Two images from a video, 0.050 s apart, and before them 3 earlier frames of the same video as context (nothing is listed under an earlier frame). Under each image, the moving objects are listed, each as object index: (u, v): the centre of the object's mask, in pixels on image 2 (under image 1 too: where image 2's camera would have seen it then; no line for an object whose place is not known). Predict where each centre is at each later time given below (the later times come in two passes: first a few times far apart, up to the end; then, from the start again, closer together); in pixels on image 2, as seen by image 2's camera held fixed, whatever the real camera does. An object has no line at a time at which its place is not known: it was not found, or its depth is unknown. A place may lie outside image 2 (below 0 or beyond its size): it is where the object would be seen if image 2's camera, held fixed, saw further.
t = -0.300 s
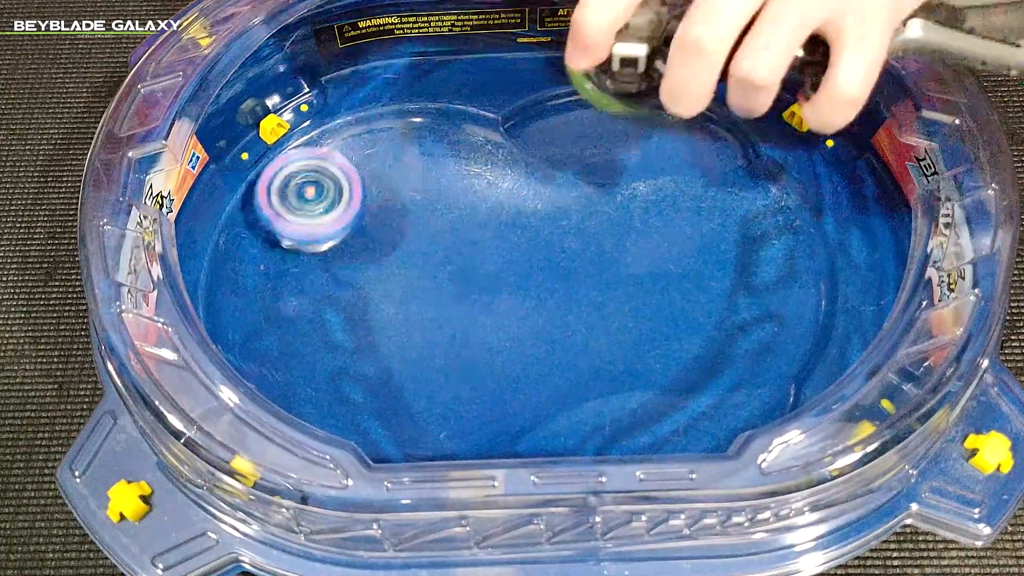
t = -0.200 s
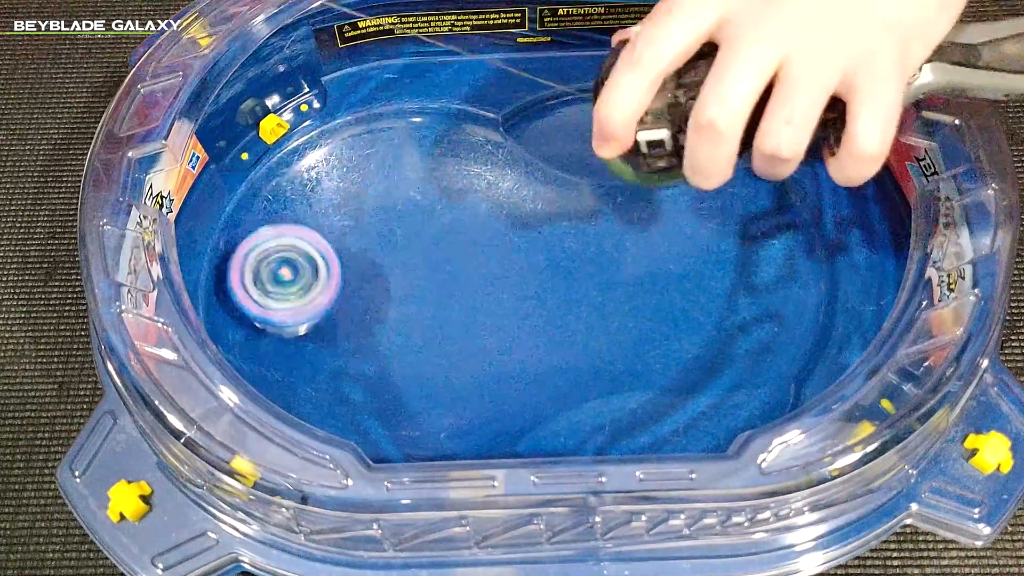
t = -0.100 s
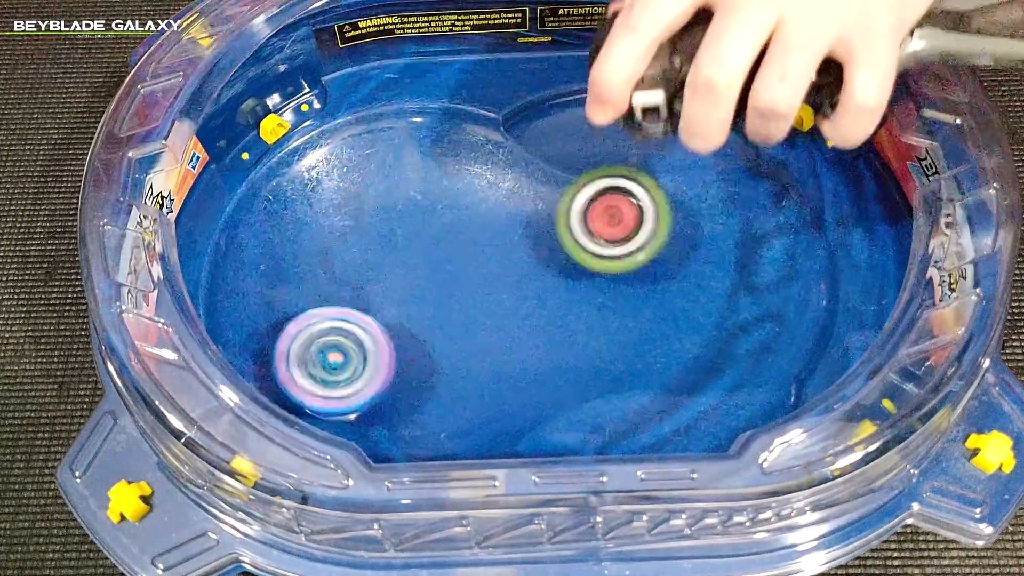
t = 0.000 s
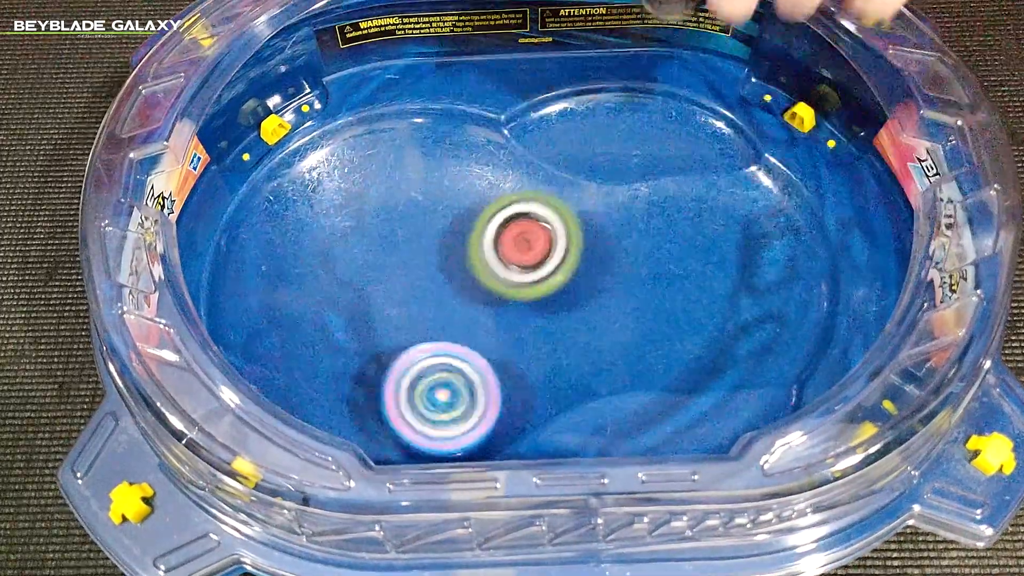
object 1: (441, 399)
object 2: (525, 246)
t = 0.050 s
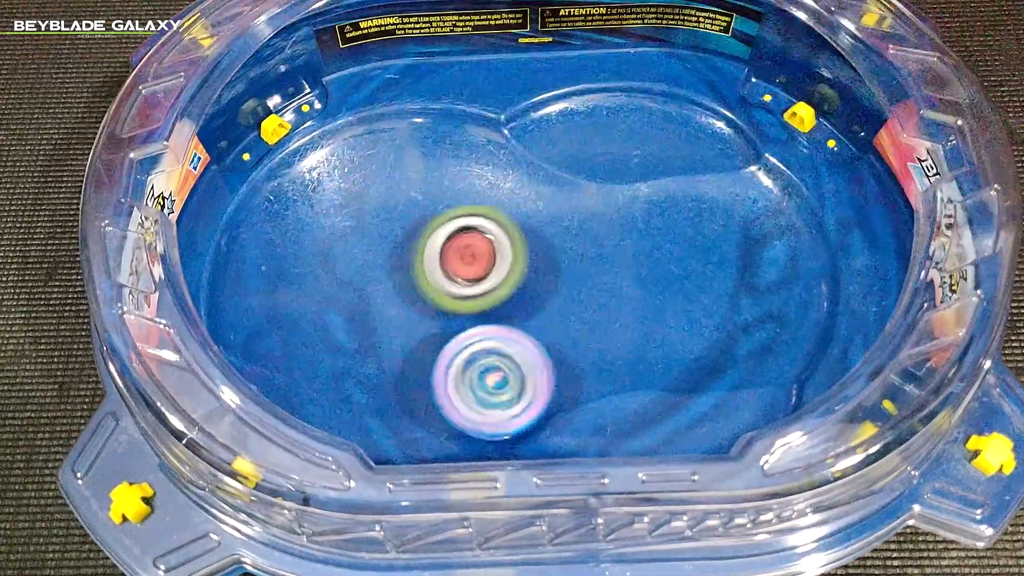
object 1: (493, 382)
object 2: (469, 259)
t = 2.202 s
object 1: (849, 272)
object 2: (259, 277)
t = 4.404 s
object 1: (366, 287)
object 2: (495, 168)
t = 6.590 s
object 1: (664, 421)
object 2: (572, 321)
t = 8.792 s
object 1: (516, 317)
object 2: (356, 234)
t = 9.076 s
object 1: (586, 336)
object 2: (363, 247)
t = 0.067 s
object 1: (508, 373)
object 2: (449, 263)
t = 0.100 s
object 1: (535, 348)
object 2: (405, 269)
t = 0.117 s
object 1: (545, 333)
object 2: (381, 269)
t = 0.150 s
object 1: (563, 308)
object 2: (332, 263)
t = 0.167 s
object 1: (570, 292)
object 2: (310, 258)
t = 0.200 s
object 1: (580, 265)
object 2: (269, 244)
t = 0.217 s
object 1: (584, 254)
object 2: (252, 236)
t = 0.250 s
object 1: (589, 228)
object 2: (229, 220)
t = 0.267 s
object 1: (590, 217)
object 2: (224, 214)
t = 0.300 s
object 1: (588, 193)
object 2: (220, 209)
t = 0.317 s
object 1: (584, 182)
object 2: (224, 209)
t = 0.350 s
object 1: (574, 168)
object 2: (236, 210)
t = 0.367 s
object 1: (567, 163)
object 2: (244, 211)
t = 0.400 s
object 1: (550, 159)
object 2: (265, 217)
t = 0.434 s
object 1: (529, 163)
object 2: (294, 224)
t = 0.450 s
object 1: (515, 166)
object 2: (312, 227)
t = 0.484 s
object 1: (486, 173)
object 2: (348, 233)
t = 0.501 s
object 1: (471, 177)
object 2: (367, 235)
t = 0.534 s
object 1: (482, 157)
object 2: (353, 270)
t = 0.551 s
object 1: (490, 146)
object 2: (340, 289)
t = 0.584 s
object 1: (501, 128)
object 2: (316, 322)
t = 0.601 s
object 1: (504, 124)
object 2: (306, 337)
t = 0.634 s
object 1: (506, 121)
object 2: (291, 358)
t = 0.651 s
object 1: (506, 125)
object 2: (288, 363)
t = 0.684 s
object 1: (503, 138)
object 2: (285, 370)
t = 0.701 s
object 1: (498, 148)
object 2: (286, 373)
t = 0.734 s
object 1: (488, 170)
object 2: (293, 378)
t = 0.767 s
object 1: (475, 193)
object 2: (306, 382)
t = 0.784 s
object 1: (467, 204)
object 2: (312, 382)
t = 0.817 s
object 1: (454, 227)
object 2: (333, 376)
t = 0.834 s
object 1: (447, 237)
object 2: (344, 370)
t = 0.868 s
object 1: (435, 256)
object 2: (369, 348)
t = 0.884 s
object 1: (434, 257)
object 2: (376, 348)
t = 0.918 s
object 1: (452, 222)
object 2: (360, 382)
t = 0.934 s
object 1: (462, 205)
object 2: (353, 393)
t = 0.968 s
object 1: (480, 172)
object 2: (342, 408)
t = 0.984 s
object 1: (487, 157)
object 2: (334, 410)
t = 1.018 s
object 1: (496, 134)
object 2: (327, 411)
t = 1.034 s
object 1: (496, 126)
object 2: (325, 411)
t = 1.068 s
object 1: (494, 120)
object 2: (316, 414)
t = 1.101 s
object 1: (488, 127)
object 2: (324, 397)
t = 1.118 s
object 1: (482, 134)
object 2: (325, 393)
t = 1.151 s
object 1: (467, 153)
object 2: (328, 381)
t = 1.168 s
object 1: (460, 163)
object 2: (332, 370)
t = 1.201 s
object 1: (444, 186)
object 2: (344, 340)
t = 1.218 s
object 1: (437, 198)
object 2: (348, 325)
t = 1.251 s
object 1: (425, 215)
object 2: (355, 298)
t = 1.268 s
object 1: (428, 211)
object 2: (349, 298)
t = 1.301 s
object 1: (435, 204)
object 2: (336, 298)
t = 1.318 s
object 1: (440, 201)
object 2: (328, 298)
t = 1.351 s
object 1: (450, 196)
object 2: (314, 296)
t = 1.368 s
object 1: (457, 194)
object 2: (307, 293)
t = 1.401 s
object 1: (468, 192)
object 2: (294, 287)
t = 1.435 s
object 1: (480, 193)
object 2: (284, 277)
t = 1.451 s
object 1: (485, 193)
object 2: (280, 271)
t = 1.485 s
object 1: (497, 196)
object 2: (276, 256)
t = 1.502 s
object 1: (503, 199)
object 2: (277, 248)
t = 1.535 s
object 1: (515, 205)
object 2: (283, 228)
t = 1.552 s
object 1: (520, 208)
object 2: (290, 218)
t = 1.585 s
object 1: (532, 215)
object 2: (312, 199)
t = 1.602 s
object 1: (539, 219)
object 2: (328, 190)
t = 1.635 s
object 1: (551, 226)
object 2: (368, 182)
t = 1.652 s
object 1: (559, 229)
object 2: (390, 181)
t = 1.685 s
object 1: (574, 234)
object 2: (434, 187)
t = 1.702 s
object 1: (583, 236)
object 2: (456, 193)
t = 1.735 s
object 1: (600, 240)
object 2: (496, 211)
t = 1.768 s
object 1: (637, 247)
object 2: (518, 234)
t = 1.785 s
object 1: (663, 253)
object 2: (520, 248)
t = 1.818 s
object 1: (710, 265)
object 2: (522, 279)
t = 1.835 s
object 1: (732, 270)
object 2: (523, 296)
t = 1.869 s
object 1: (774, 280)
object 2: (521, 337)
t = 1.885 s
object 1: (793, 283)
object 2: (519, 359)
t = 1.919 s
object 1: (824, 280)
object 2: (506, 399)
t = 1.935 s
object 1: (834, 278)
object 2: (493, 411)
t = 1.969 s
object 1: (844, 272)
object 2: (461, 423)
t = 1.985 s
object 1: (846, 271)
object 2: (445, 430)
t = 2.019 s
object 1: (850, 267)
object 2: (407, 428)
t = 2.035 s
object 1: (854, 266)
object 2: (391, 424)
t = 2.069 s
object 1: (862, 266)
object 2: (357, 417)
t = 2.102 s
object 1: (885, 270)
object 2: (325, 390)
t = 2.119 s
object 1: (894, 271)
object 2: (309, 379)
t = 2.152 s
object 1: (876, 270)
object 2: (281, 345)
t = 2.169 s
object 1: (860, 269)
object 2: (269, 325)
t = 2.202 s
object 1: (849, 272)
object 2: (259, 277)
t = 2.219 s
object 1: (844, 275)
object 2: (261, 253)
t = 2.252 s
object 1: (830, 282)
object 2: (276, 210)
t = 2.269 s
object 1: (818, 287)
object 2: (291, 190)
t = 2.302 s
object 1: (787, 289)
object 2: (328, 156)
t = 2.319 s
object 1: (772, 289)
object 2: (350, 142)
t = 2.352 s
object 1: (740, 287)
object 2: (401, 124)
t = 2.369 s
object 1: (727, 284)
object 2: (429, 121)
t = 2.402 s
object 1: (701, 285)
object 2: (484, 131)
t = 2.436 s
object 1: (678, 286)
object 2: (539, 158)
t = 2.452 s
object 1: (667, 288)
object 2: (566, 175)
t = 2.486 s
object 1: (660, 314)
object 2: (607, 198)
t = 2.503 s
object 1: (673, 347)
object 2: (612, 185)
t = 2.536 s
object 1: (697, 404)
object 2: (620, 170)
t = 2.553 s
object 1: (709, 424)
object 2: (627, 165)
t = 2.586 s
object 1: (717, 450)
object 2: (641, 160)
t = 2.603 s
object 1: (721, 455)
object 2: (651, 161)
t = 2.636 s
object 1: (720, 451)
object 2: (674, 168)
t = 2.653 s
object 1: (717, 449)
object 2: (688, 174)
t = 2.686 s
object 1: (710, 450)
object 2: (720, 190)
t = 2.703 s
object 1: (706, 444)
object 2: (736, 199)
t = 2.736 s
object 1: (690, 415)
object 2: (771, 227)
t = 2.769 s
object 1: (677, 397)
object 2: (801, 259)
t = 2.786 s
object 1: (669, 385)
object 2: (812, 278)
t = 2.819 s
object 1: (658, 360)
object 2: (823, 315)
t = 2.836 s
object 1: (652, 352)
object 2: (819, 332)
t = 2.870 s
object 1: (639, 335)
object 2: (796, 362)
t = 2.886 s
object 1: (633, 325)
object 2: (796, 396)
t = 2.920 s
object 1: (621, 309)
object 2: (738, 414)
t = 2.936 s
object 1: (615, 300)
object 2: (715, 435)
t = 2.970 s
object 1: (605, 289)
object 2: (652, 450)
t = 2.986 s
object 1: (599, 283)
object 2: (619, 451)
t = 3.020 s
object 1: (586, 278)
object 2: (548, 422)
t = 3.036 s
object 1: (578, 276)
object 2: (519, 410)
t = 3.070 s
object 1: (561, 277)
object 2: (462, 371)
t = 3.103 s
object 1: (543, 282)
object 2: (411, 340)
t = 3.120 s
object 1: (534, 286)
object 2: (389, 322)
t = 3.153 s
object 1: (512, 297)
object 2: (348, 283)
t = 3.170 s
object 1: (500, 303)
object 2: (333, 263)
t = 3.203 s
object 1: (473, 318)
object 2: (311, 223)
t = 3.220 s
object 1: (459, 325)
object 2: (305, 204)
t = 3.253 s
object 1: (432, 342)
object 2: (305, 169)
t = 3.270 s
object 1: (418, 348)
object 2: (307, 154)
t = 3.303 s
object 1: (384, 364)
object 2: (336, 126)
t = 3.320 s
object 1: (375, 366)
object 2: (352, 123)
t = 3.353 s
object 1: (359, 371)
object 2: (385, 125)
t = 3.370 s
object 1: (353, 373)
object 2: (405, 129)
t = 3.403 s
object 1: (344, 374)
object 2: (449, 141)
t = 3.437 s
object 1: (341, 374)
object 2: (499, 160)
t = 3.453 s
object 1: (341, 374)
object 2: (525, 172)
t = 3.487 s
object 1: (345, 371)
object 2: (579, 201)
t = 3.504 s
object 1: (348, 369)
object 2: (606, 217)
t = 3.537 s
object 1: (356, 365)
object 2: (660, 249)
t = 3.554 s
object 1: (360, 363)
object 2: (685, 267)
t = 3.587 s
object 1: (370, 357)
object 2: (730, 305)
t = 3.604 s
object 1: (375, 353)
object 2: (751, 325)
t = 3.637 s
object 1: (384, 345)
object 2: (783, 357)
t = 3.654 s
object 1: (388, 341)
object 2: (786, 365)
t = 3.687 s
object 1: (393, 331)
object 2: (787, 386)
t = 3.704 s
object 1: (395, 326)
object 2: (786, 409)
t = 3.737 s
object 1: (396, 316)
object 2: (768, 439)
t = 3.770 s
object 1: (392, 305)
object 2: (745, 454)
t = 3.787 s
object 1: (388, 301)
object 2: (725, 448)
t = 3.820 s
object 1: (380, 291)
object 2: (690, 421)
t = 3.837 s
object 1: (374, 287)
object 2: (676, 422)
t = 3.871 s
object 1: (362, 278)
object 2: (635, 410)
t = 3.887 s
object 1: (355, 276)
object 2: (615, 401)
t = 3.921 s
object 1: (341, 270)
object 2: (582, 372)
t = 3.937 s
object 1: (336, 268)
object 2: (567, 359)
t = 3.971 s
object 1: (327, 267)
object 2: (533, 336)
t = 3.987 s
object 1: (324, 268)
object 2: (516, 324)
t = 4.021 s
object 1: (317, 271)
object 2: (486, 298)
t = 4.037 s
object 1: (316, 273)
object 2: (471, 286)
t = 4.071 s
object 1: (313, 280)
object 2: (447, 264)
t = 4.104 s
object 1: (312, 286)
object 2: (430, 241)
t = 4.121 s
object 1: (312, 289)
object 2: (422, 231)
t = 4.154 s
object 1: (314, 295)
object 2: (412, 209)
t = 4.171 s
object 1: (315, 298)
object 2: (409, 199)
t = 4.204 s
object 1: (319, 302)
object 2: (407, 183)
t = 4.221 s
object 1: (321, 304)
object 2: (408, 175)
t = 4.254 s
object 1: (327, 306)
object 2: (416, 162)
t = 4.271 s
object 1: (330, 306)
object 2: (421, 159)
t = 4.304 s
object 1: (338, 304)
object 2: (433, 152)
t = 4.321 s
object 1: (342, 303)
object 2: (442, 151)
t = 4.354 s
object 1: (352, 298)
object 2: (460, 155)
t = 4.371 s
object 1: (357, 295)
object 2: (471, 157)
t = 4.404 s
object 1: (366, 287)
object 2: (495, 168)
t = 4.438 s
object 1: (374, 278)
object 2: (521, 184)
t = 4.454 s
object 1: (377, 273)
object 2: (536, 193)
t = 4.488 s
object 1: (383, 262)
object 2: (563, 212)
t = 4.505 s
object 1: (384, 256)
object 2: (573, 222)
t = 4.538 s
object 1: (387, 243)
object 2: (591, 240)
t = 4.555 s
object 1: (387, 237)
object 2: (597, 250)
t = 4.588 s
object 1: (386, 226)
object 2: (602, 267)
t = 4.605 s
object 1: (385, 222)
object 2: (603, 275)
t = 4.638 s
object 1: (381, 214)
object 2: (597, 292)
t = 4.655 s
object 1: (378, 213)
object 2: (593, 300)
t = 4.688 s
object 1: (372, 208)
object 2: (576, 318)
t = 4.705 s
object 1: (369, 208)
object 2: (564, 325)
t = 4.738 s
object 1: (363, 209)
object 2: (536, 339)
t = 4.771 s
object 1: (358, 211)
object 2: (500, 349)
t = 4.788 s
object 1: (357, 213)
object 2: (481, 355)
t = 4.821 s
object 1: (355, 218)
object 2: (436, 362)
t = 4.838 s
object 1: (355, 221)
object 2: (414, 362)
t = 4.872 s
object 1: (357, 227)
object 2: (369, 359)
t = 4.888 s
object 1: (359, 229)
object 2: (347, 351)
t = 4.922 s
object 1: (364, 233)
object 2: (311, 332)
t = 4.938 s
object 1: (368, 234)
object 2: (297, 318)
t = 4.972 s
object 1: (382, 233)
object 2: (268, 293)
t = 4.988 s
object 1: (390, 230)
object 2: (255, 281)
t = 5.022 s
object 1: (406, 226)
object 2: (239, 253)
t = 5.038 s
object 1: (413, 224)
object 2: (235, 238)
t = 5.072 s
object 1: (426, 220)
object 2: (239, 209)
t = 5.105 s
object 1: (435, 216)
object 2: (255, 184)
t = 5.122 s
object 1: (439, 214)
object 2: (271, 172)
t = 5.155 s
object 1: (446, 210)
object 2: (307, 154)
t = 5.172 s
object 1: (449, 209)
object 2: (329, 147)
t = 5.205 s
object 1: (456, 208)
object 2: (371, 139)
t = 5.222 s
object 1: (467, 212)
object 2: (388, 135)
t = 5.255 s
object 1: (488, 221)
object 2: (422, 134)
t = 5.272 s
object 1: (499, 227)
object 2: (440, 138)
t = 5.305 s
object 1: (528, 253)
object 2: (463, 140)
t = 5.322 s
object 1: (543, 268)
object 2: (476, 144)
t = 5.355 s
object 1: (571, 288)
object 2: (498, 163)
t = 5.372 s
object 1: (583, 299)
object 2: (511, 178)
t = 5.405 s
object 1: (607, 315)
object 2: (530, 214)
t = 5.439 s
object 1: (631, 326)
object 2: (542, 250)
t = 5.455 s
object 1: (643, 330)
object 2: (543, 266)
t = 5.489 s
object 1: (668, 339)
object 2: (545, 302)
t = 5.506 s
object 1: (680, 342)
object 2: (542, 318)
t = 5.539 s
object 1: (708, 349)
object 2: (530, 350)
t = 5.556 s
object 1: (722, 353)
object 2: (520, 363)
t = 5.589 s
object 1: (746, 356)
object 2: (495, 386)
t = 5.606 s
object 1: (757, 356)
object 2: (479, 396)
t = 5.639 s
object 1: (777, 353)
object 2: (443, 411)
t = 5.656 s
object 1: (786, 348)
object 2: (423, 414)
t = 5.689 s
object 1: (800, 340)
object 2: (382, 416)
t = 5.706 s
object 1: (803, 333)
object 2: (362, 414)
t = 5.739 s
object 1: (801, 317)
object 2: (313, 405)
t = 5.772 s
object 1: (791, 299)
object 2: (284, 378)
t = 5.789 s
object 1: (785, 291)
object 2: (270, 362)
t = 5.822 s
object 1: (771, 277)
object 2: (248, 327)
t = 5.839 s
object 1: (763, 270)
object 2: (233, 313)
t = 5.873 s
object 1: (748, 258)
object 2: (235, 269)
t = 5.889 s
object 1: (741, 253)
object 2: (240, 250)
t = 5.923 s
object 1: (727, 247)
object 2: (261, 215)
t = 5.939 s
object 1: (722, 244)
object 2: (276, 202)
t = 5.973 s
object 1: (712, 243)
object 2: (314, 179)
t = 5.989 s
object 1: (708, 242)
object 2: (333, 171)
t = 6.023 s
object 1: (702, 245)
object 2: (379, 164)
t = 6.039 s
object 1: (698, 249)
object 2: (401, 163)
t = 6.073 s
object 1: (690, 258)
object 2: (443, 169)
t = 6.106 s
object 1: (685, 269)
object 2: (483, 181)
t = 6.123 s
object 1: (683, 276)
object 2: (501, 188)
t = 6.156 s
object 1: (678, 289)
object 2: (538, 208)
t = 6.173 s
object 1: (676, 295)
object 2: (556, 219)
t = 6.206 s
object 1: (672, 313)
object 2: (586, 243)
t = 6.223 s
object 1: (680, 326)
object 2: (593, 246)
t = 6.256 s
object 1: (692, 348)
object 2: (602, 258)
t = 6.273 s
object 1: (697, 357)
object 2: (605, 261)
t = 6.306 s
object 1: (702, 372)
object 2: (611, 267)
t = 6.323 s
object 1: (703, 380)
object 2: (614, 272)
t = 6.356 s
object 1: (702, 393)
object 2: (617, 279)
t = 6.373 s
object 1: (700, 397)
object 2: (618, 283)
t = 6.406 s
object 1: (692, 408)
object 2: (619, 288)
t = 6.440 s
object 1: (684, 417)
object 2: (619, 294)
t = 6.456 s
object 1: (680, 418)
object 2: (617, 297)
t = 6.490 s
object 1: (675, 422)
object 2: (610, 304)
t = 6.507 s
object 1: (671, 424)
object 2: (608, 306)
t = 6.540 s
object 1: (667, 424)
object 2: (598, 313)
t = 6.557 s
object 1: (666, 423)
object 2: (589, 317)
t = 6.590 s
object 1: (664, 421)
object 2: (572, 321)
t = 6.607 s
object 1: (663, 419)
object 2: (562, 323)
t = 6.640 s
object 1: (660, 415)
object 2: (539, 327)
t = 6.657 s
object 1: (658, 413)
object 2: (527, 327)
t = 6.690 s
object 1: (654, 410)
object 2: (503, 326)
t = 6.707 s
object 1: (650, 407)
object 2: (490, 326)
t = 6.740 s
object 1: (642, 406)
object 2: (466, 319)
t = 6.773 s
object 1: (635, 405)
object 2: (445, 310)
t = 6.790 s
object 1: (631, 404)
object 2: (434, 305)
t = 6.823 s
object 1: (619, 404)
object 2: (418, 293)
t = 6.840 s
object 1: (614, 403)
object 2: (411, 287)
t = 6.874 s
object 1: (602, 403)
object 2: (399, 277)
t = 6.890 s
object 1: (595, 403)
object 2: (394, 271)
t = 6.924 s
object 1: (583, 402)
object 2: (388, 262)
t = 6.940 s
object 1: (577, 402)
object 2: (385, 257)
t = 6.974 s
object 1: (565, 399)
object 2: (383, 245)
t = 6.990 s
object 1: (559, 397)
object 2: (385, 238)
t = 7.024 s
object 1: (547, 392)
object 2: (390, 228)
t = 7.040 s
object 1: (541, 388)
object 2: (394, 223)
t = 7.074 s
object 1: (530, 375)
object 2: (404, 214)
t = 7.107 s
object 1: (521, 355)
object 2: (414, 210)
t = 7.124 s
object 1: (517, 344)
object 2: (419, 211)
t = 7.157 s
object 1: (509, 324)
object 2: (430, 213)
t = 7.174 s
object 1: (503, 314)
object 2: (432, 216)
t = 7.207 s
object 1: (495, 305)
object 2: (432, 217)
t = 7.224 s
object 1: (496, 307)
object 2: (431, 215)
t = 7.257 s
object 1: (490, 306)
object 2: (425, 215)
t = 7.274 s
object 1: (485, 304)
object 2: (423, 214)
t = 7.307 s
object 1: (474, 301)
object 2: (422, 212)
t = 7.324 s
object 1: (472, 304)
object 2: (416, 208)
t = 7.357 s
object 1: (469, 316)
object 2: (406, 192)
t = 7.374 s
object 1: (468, 318)
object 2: (402, 187)
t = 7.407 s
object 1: (465, 324)
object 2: (399, 175)
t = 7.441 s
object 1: (461, 324)
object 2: (402, 168)
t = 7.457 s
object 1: (459, 323)
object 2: (404, 165)
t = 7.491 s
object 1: (452, 318)
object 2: (415, 162)
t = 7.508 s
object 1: (448, 314)
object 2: (422, 163)
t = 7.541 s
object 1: (443, 307)
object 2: (437, 169)
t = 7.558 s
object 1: (440, 302)
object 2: (443, 175)
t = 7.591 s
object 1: (435, 292)
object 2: (451, 191)
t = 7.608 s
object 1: (430, 296)
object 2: (454, 194)
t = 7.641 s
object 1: (418, 321)
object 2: (454, 190)
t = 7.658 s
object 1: (413, 332)
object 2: (453, 191)
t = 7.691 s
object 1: (406, 344)
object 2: (449, 198)
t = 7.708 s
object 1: (403, 349)
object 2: (445, 202)
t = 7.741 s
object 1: (400, 354)
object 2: (435, 214)
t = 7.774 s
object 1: (403, 355)
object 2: (423, 223)
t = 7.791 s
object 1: (405, 356)
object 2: (416, 229)
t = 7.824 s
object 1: (413, 358)
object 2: (397, 241)
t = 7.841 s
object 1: (417, 359)
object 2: (389, 247)
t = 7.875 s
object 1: (425, 360)
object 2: (371, 256)
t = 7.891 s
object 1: (430, 360)
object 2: (361, 259)
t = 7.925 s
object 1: (437, 359)
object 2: (346, 262)
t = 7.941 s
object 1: (440, 359)
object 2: (339, 261)
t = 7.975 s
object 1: (445, 357)
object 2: (330, 258)
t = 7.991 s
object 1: (446, 357)
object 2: (328, 255)
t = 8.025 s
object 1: (449, 354)
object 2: (326, 247)
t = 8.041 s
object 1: (450, 353)
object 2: (329, 241)
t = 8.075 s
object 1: (450, 349)
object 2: (340, 233)
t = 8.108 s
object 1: (449, 344)
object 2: (356, 232)
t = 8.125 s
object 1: (447, 342)
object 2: (364, 234)
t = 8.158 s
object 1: (445, 336)
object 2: (381, 243)
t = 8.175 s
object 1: (443, 334)
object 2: (388, 249)
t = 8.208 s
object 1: (454, 350)
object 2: (385, 247)
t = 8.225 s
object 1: (460, 356)
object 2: (382, 249)
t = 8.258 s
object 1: (467, 364)
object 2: (379, 254)
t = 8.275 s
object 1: (471, 364)
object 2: (378, 258)
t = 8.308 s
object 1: (477, 362)
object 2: (376, 265)
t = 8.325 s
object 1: (478, 361)
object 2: (373, 270)
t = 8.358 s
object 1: (486, 354)
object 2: (372, 275)
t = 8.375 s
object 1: (487, 351)
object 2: (369, 278)
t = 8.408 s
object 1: (492, 345)
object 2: (366, 284)
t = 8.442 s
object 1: (494, 340)
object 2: (364, 288)
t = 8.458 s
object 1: (495, 338)
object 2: (362, 288)
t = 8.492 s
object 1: (496, 334)
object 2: (360, 292)
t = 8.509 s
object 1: (494, 332)
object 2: (361, 291)
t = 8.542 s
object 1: (493, 328)
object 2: (361, 292)
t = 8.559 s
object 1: (490, 326)
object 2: (362, 293)
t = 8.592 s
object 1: (484, 323)
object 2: (365, 294)
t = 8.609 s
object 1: (481, 321)
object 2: (365, 295)
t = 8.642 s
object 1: (478, 318)
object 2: (365, 296)
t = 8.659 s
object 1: (487, 319)
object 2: (357, 292)
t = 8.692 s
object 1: (499, 321)
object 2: (343, 280)
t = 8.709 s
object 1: (505, 321)
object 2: (339, 273)
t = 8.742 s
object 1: (510, 320)
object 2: (339, 256)
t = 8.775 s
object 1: (516, 318)
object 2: (347, 240)
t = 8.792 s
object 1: (516, 317)
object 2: (356, 234)
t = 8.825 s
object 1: (519, 315)
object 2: (373, 228)
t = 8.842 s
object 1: (518, 313)
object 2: (384, 227)
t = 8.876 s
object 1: (517, 310)
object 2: (401, 232)
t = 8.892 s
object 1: (516, 308)
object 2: (409, 237)
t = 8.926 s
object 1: (514, 305)
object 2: (422, 249)
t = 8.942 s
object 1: (521, 309)
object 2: (415, 253)
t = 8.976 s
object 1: (544, 324)
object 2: (398, 254)
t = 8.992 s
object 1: (555, 328)
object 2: (392, 254)
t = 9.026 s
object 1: (570, 335)
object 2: (377, 252)
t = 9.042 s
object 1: (577, 336)
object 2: (371, 253)
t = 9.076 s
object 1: (586, 336)
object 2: (363, 247)
